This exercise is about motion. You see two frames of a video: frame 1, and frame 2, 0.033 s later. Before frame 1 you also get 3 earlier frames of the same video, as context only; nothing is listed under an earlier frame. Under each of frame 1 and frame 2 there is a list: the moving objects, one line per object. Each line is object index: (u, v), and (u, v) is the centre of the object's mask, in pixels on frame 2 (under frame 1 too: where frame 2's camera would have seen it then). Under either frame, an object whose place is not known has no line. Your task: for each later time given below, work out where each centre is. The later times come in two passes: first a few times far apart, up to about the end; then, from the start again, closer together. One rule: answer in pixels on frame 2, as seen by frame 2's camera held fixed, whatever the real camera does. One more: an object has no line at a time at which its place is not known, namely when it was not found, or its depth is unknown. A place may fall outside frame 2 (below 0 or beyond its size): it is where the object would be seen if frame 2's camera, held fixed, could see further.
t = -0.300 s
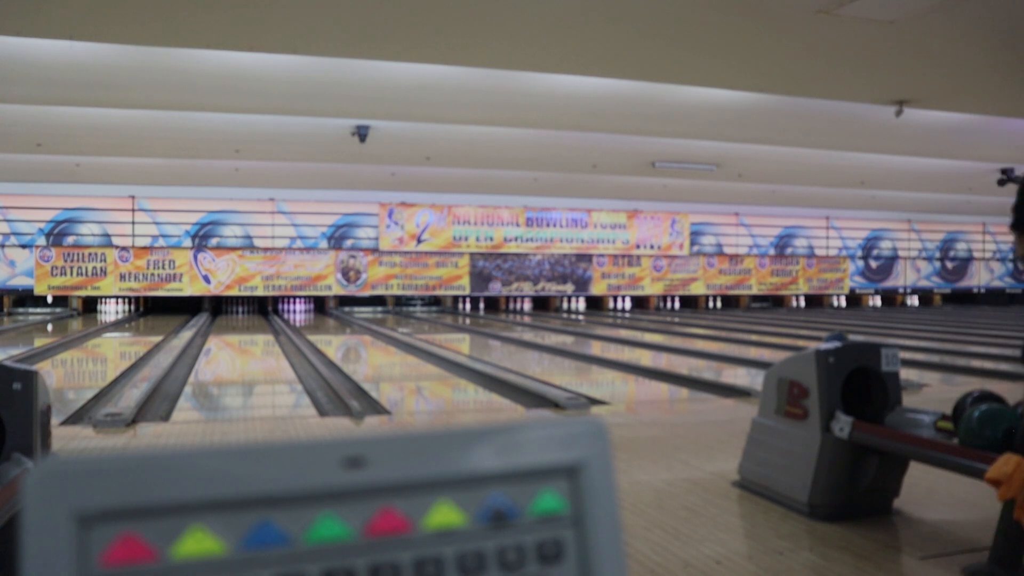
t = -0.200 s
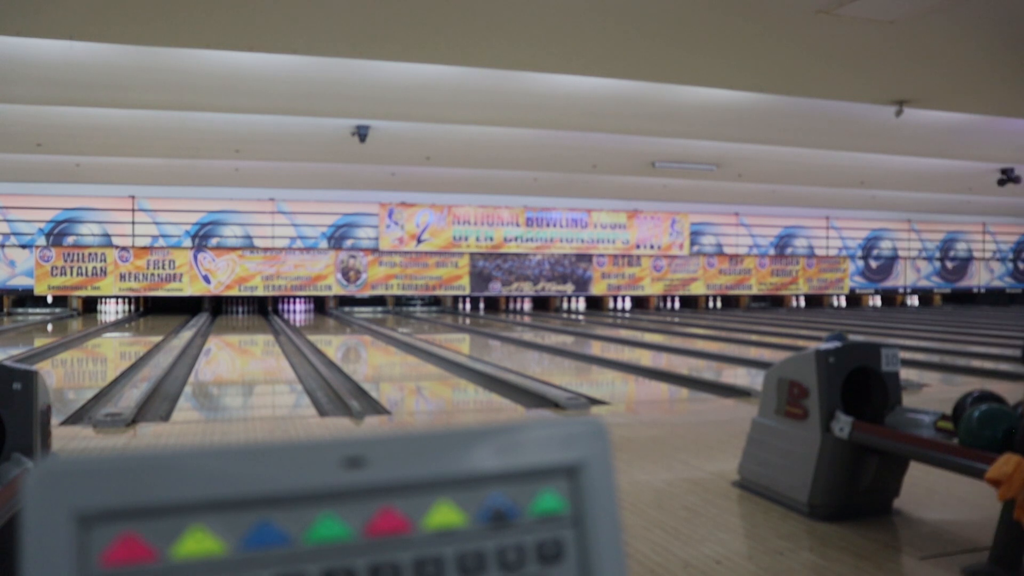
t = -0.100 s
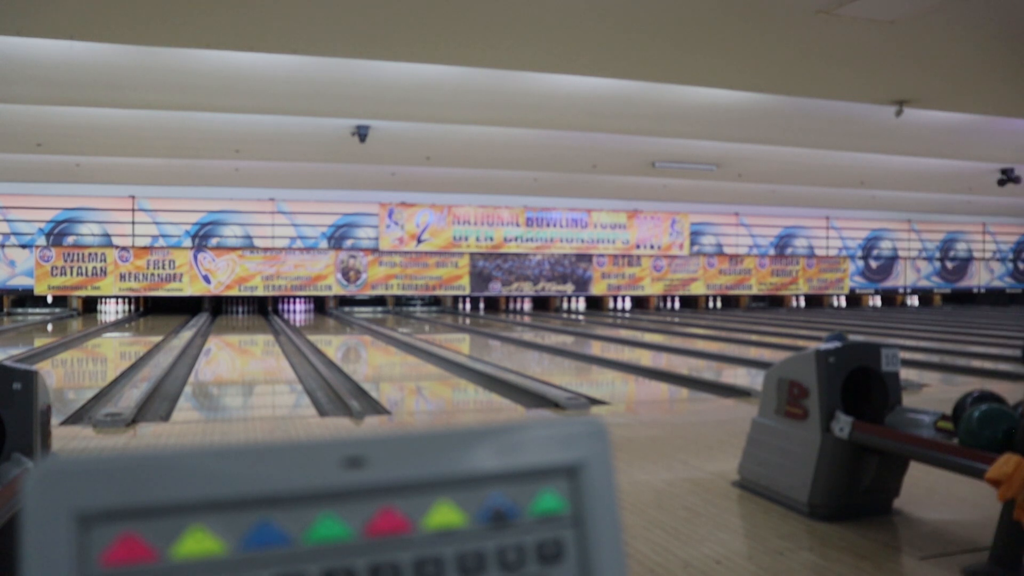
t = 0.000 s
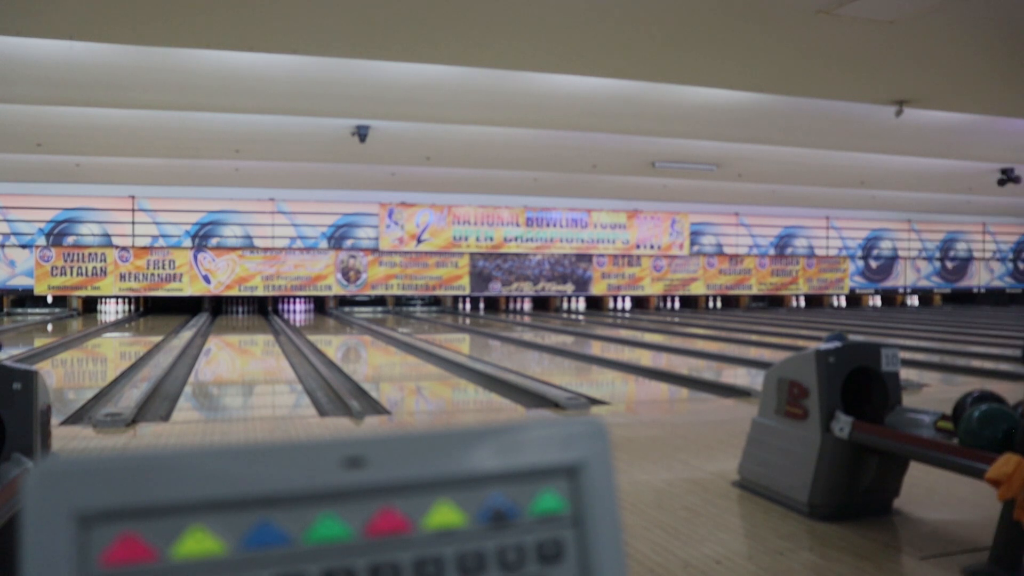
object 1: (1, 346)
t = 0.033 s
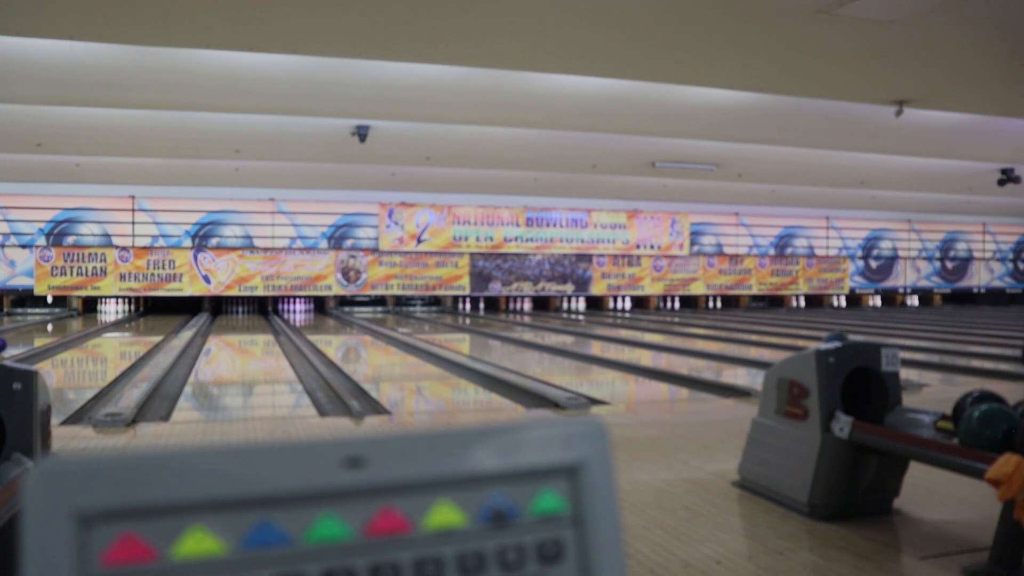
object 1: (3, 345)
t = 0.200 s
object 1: (19, 339)
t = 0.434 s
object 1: (42, 333)
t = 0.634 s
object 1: (58, 327)
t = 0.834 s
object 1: (72, 323)
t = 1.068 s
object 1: (85, 320)
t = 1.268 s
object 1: (93, 317)
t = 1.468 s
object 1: (101, 315)
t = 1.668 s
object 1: (107, 314)
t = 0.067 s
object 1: (5, 343)
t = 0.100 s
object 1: (7, 342)
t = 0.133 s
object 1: (11, 341)
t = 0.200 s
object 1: (19, 339)
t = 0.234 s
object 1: (22, 338)
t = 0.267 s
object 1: (26, 337)
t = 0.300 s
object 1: (29, 336)
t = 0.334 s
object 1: (32, 335)
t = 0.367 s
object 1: (36, 334)
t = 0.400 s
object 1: (39, 333)
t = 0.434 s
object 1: (42, 333)
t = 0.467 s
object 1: (45, 332)
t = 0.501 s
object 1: (49, 331)
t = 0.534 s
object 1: (51, 330)
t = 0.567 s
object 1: (53, 329)
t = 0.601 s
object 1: (56, 328)
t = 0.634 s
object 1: (58, 327)
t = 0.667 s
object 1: (60, 327)
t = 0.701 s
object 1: (63, 326)
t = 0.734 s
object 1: (65, 325)
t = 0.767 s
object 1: (67, 325)
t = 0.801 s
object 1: (69, 324)
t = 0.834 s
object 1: (72, 323)
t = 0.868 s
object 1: (74, 322)
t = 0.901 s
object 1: (75, 321)
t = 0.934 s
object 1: (78, 321)
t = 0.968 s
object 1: (79, 321)
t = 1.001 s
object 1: (81, 321)
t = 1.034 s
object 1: (83, 320)
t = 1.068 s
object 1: (85, 320)
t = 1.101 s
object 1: (86, 319)
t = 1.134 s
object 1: (88, 319)
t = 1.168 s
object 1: (89, 318)
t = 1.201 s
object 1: (90, 318)
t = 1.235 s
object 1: (92, 317)
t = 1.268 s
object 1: (93, 317)
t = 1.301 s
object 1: (95, 316)
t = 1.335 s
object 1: (97, 316)
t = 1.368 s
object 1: (98, 316)
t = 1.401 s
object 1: (99, 316)
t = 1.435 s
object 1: (100, 315)
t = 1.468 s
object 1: (101, 315)
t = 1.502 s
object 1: (102, 315)
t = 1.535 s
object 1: (103, 314)
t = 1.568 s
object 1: (104, 314)
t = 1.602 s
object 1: (105, 314)
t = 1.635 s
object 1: (106, 313)
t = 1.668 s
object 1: (107, 314)
